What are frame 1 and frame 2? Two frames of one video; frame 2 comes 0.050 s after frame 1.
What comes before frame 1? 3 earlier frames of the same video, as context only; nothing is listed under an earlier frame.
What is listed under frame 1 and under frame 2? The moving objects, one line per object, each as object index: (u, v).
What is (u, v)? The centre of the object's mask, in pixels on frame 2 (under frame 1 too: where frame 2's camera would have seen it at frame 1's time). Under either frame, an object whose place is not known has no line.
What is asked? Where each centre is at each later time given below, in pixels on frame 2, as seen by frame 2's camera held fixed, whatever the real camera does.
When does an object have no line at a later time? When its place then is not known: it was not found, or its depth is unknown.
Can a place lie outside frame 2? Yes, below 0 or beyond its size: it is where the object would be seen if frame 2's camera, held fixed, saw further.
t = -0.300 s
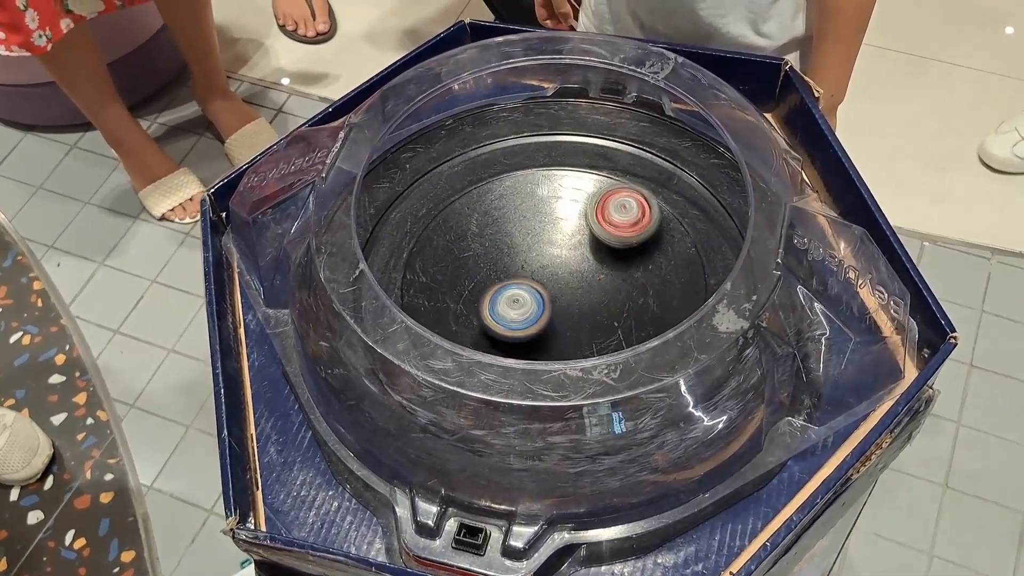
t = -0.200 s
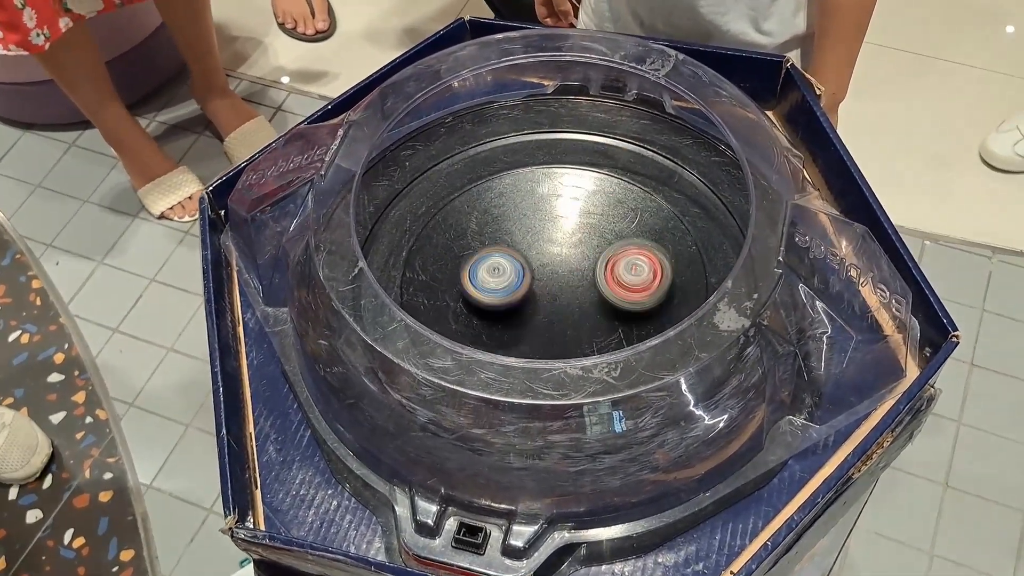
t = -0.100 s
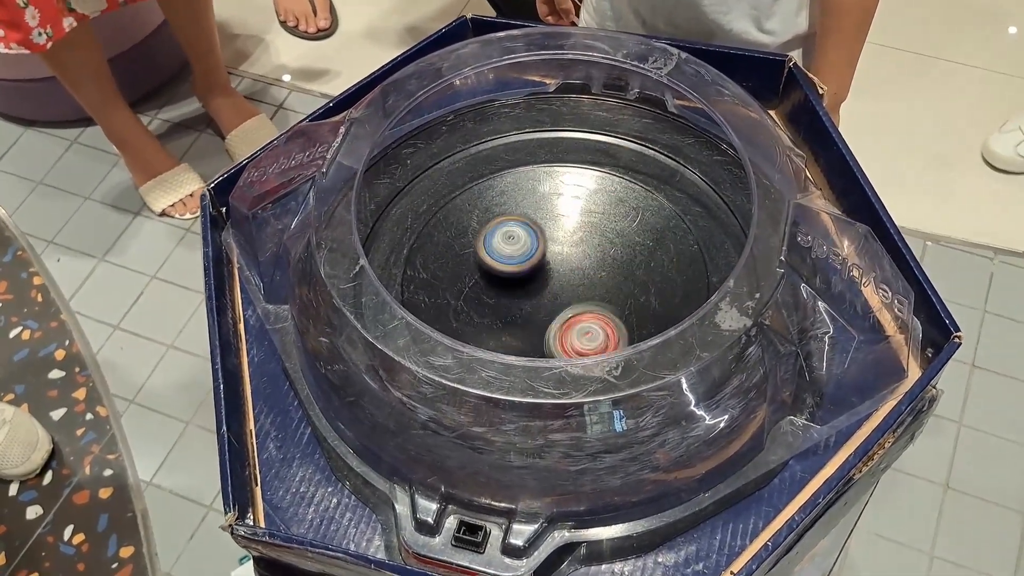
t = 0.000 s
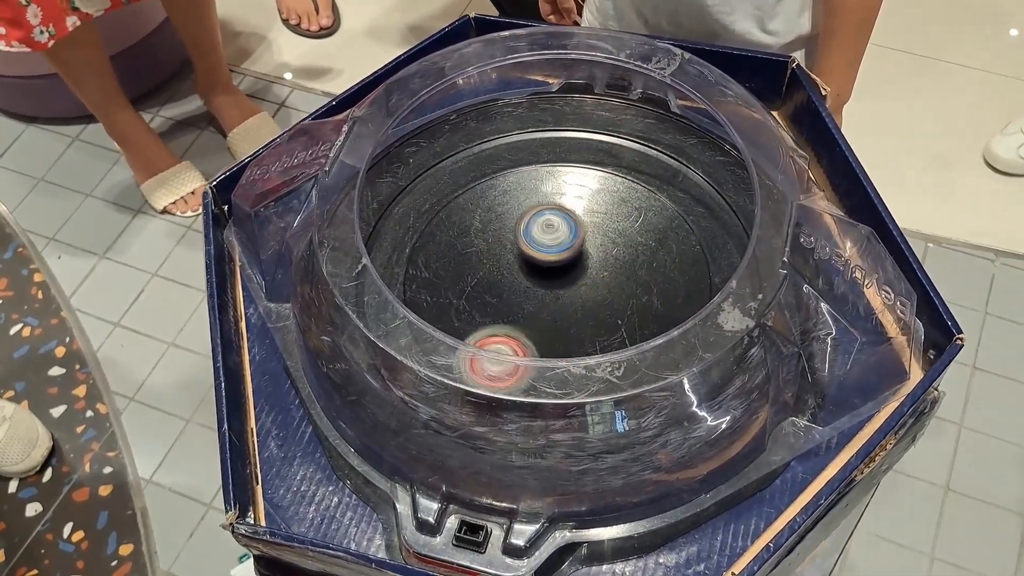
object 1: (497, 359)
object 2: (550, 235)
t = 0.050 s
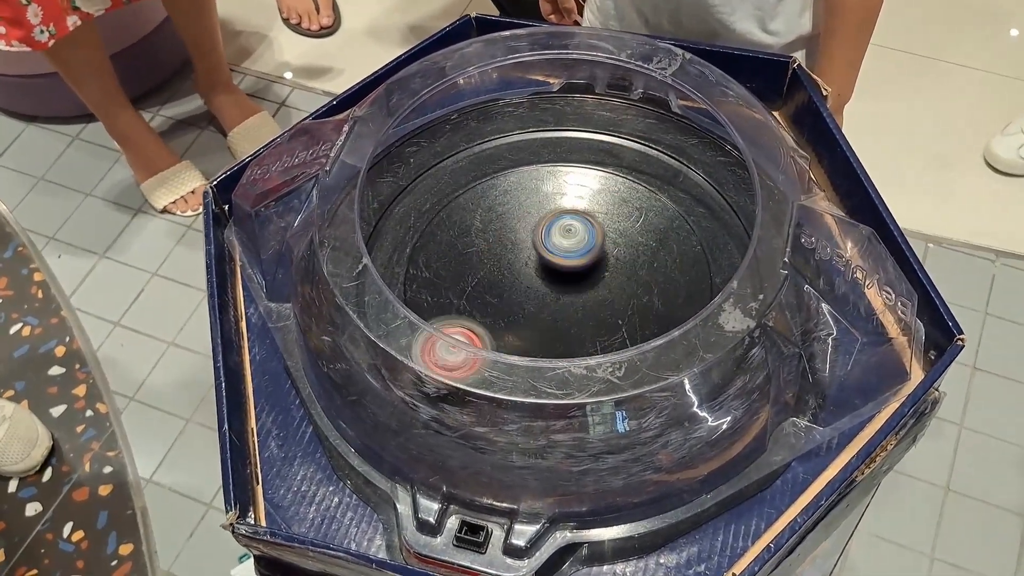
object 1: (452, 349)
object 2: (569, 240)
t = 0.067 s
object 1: (439, 343)
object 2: (574, 243)
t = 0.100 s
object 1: (418, 328)
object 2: (584, 250)
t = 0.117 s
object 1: (407, 321)
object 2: (588, 254)
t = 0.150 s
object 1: (389, 311)
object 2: (592, 265)
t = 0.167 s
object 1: (381, 307)
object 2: (593, 270)
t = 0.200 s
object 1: (367, 299)
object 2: (592, 281)
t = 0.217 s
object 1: (362, 294)
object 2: (590, 286)
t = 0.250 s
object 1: (360, 284)
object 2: (583, 294)
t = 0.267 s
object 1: (362, 278)
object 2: (580, 299)
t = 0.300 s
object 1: (365, 269)
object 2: (570, 305)
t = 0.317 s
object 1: (366, 265)
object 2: (565, 308)
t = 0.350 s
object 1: (368, 258)
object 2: (553, 310)
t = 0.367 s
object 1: (369, 254)
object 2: (546, 310)
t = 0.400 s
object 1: (369, 249)
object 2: (535, 308)
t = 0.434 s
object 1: (368, 245)
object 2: (526, 302)
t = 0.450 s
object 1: (368, 243)
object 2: (522, 299)
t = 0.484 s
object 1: (368, 239)
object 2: (517, 291)
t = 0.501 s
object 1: (370, 236)
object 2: (515, 287)
